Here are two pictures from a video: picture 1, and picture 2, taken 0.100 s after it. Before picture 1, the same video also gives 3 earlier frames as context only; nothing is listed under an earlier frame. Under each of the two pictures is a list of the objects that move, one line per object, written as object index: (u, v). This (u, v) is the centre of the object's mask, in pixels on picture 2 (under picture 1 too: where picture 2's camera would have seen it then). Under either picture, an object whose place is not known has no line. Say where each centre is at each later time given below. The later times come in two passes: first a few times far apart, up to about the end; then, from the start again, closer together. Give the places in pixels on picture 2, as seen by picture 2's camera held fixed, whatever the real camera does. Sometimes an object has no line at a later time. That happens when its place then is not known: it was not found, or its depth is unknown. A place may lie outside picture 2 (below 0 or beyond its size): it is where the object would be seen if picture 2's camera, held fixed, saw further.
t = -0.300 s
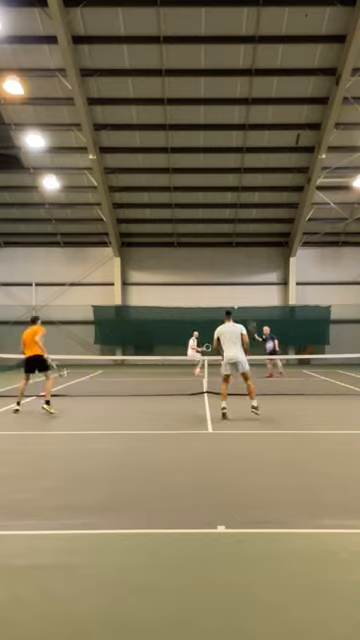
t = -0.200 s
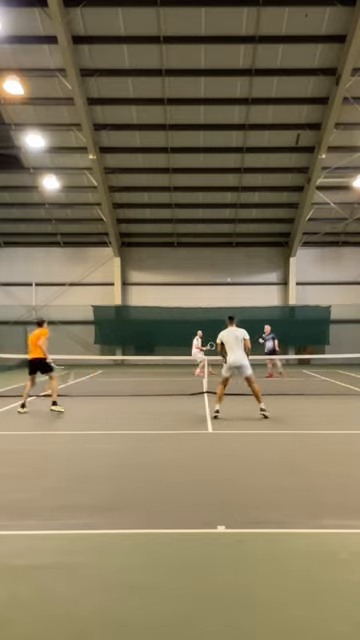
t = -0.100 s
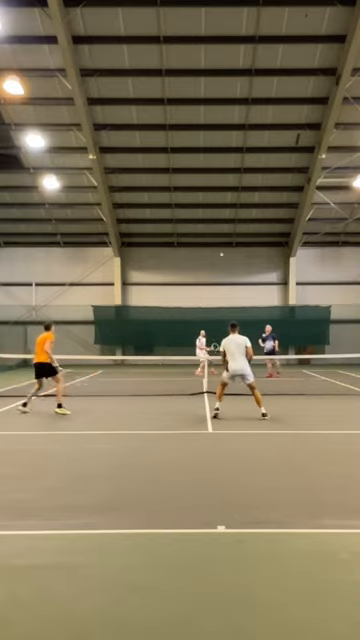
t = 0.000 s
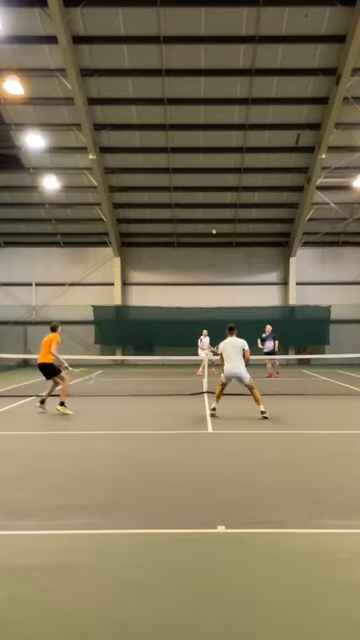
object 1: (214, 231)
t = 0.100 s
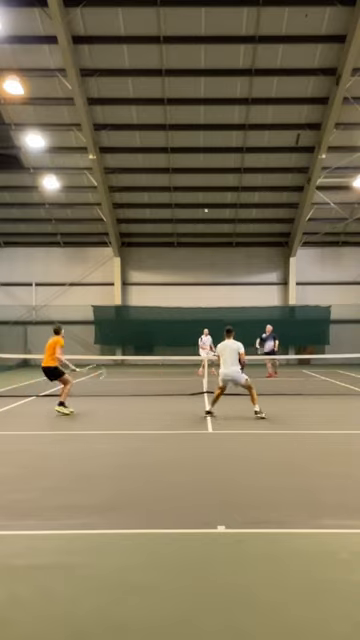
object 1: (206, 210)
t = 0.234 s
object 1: (194, 186)
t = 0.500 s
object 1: (169, 153)
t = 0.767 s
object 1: (140, 144)
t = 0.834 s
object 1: (133, 146)
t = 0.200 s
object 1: (197, 191)
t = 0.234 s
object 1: (194, 186)
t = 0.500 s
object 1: (169, 153)
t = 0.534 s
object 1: (166, 150)
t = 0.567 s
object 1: (163, 148)
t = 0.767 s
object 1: (140, 144)
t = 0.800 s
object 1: (137, 144)
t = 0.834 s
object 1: (133, 146)
